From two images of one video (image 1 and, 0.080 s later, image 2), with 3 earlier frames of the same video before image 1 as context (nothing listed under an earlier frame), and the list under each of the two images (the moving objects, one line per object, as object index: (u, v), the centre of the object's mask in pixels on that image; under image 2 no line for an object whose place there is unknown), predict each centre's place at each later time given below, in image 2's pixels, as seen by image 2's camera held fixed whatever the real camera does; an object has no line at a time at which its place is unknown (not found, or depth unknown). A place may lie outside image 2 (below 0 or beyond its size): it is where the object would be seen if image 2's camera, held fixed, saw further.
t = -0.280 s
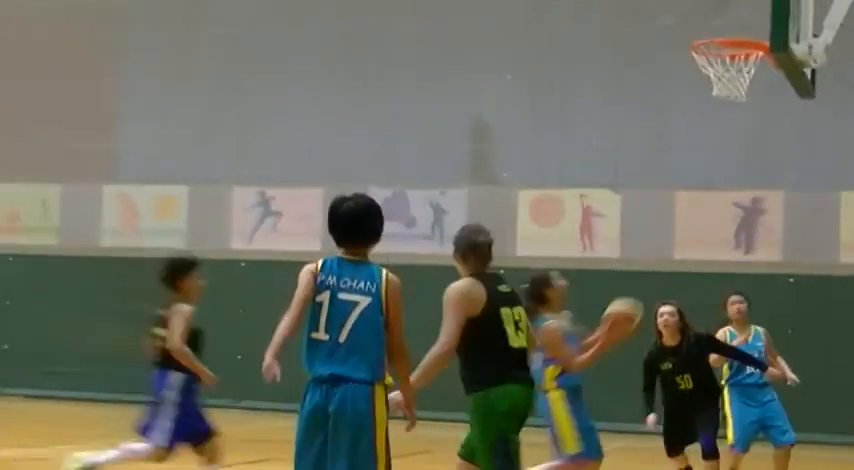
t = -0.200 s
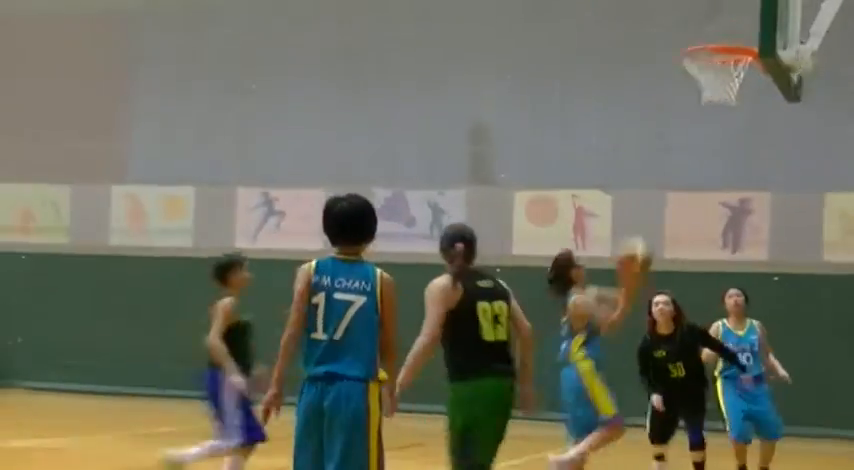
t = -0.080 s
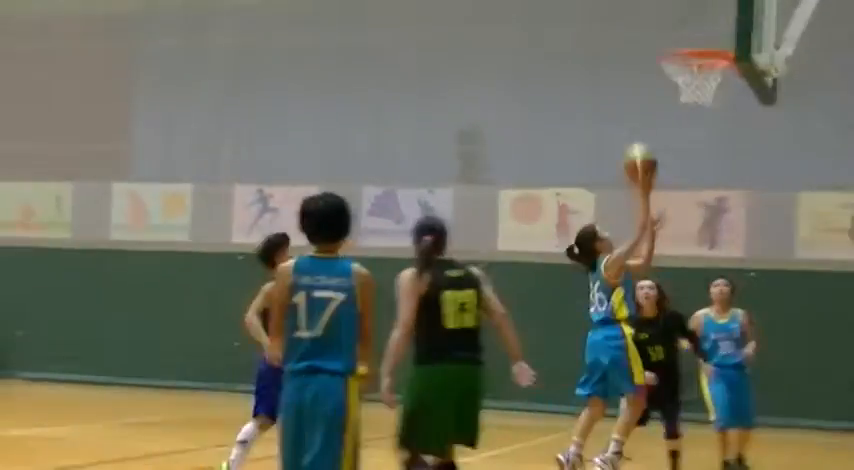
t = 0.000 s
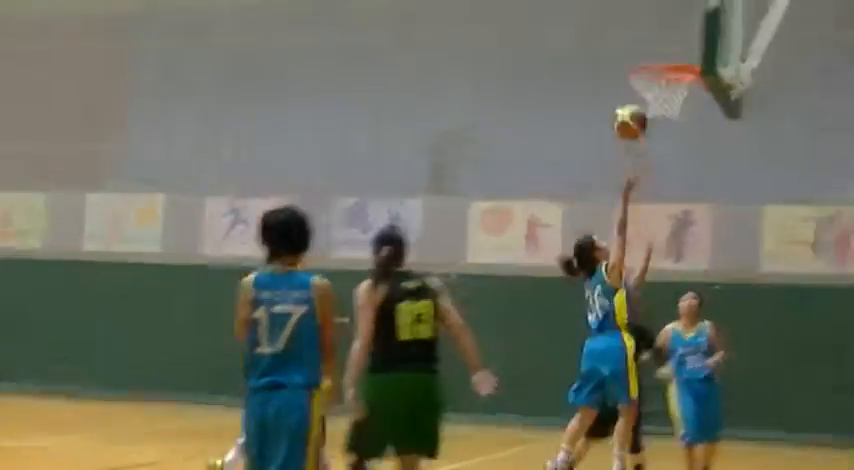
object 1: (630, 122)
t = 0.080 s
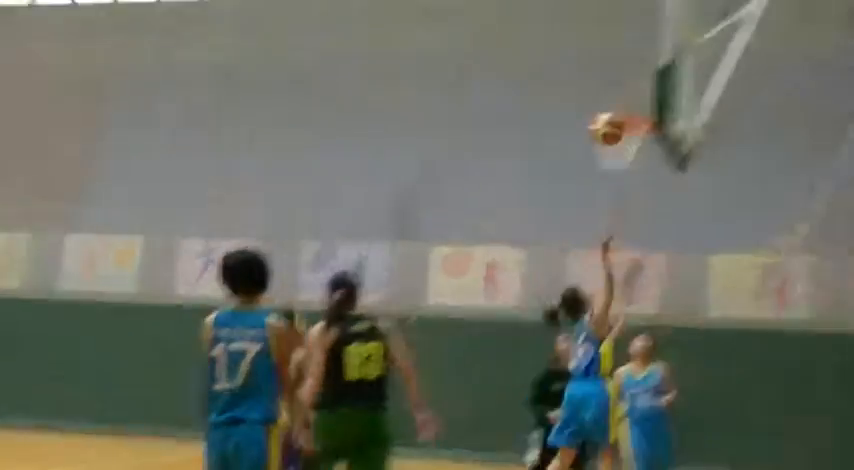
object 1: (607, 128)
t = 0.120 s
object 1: (617, 113)
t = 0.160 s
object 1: (625, 98)
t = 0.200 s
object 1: (635, 86)
